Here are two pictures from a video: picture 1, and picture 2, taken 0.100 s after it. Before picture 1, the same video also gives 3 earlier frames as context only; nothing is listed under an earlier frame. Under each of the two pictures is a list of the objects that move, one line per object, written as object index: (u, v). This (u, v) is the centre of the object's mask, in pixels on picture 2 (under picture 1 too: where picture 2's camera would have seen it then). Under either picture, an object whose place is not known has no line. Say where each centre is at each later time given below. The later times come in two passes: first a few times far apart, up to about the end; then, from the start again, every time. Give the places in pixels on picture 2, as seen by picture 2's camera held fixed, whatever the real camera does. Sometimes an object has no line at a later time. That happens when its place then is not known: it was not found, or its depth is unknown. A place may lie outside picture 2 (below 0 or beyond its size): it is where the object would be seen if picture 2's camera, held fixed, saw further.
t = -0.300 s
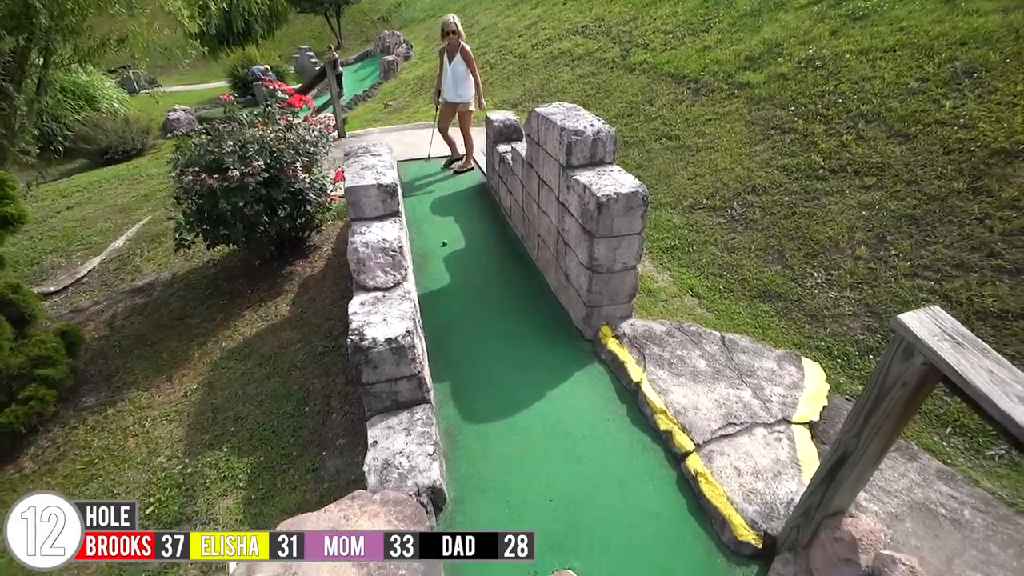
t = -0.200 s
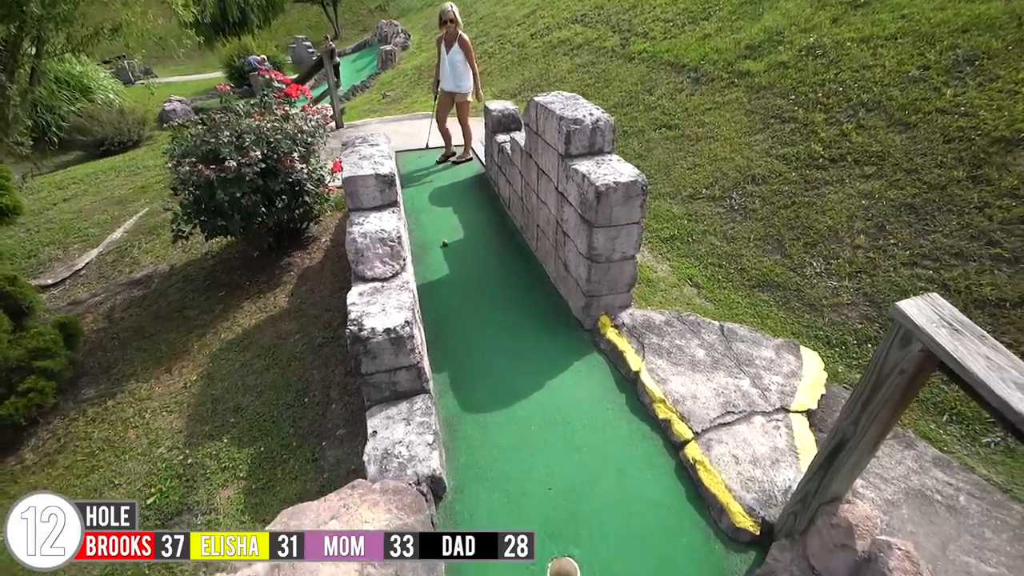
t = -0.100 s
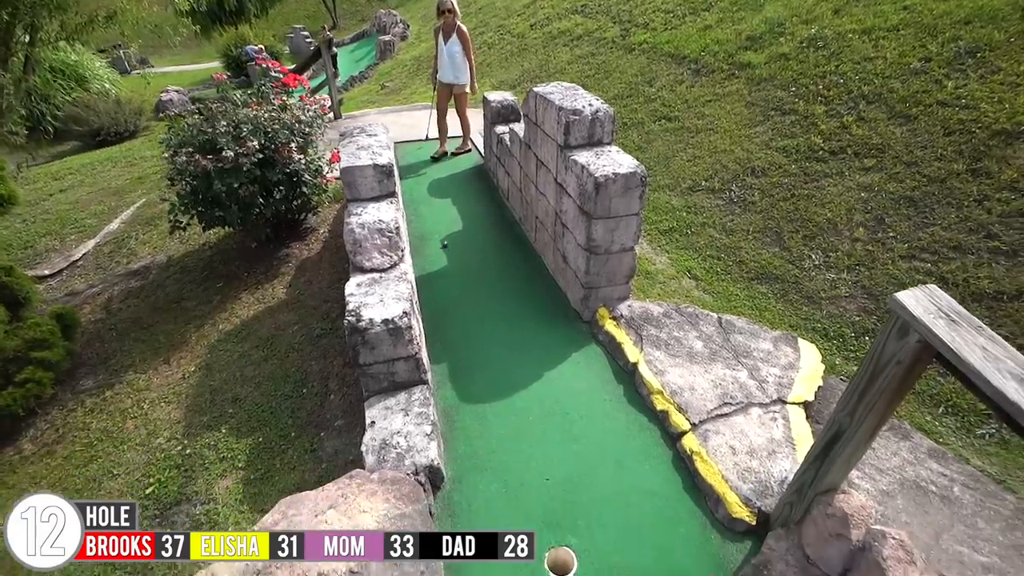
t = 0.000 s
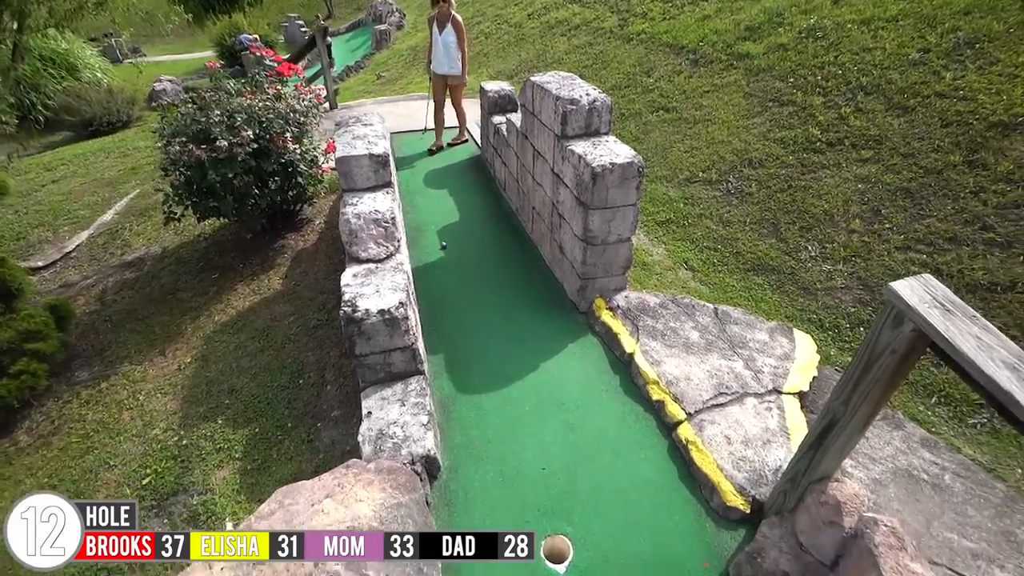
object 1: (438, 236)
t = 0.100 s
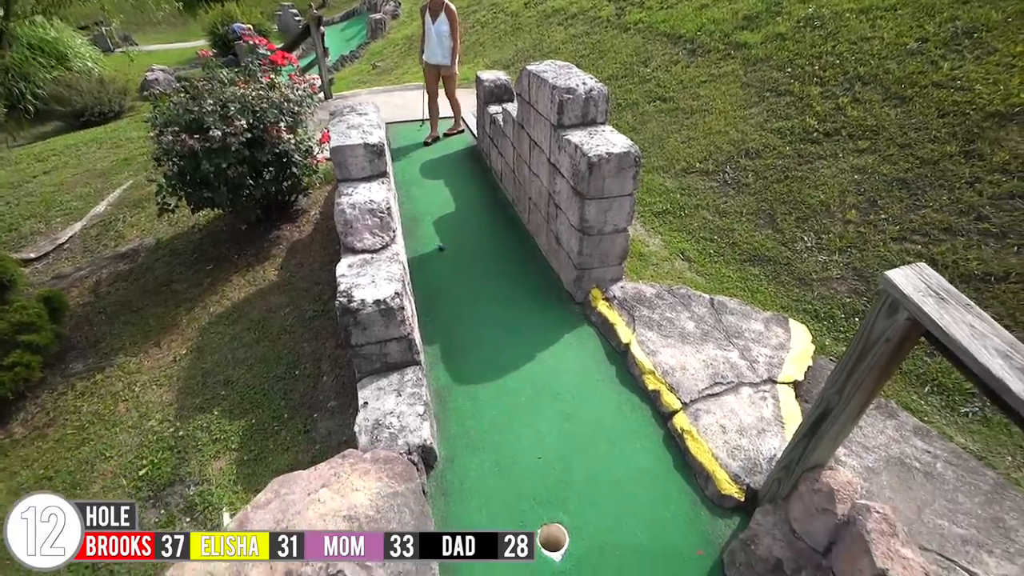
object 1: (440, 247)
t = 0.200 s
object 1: (443, 258)
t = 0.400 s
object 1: (447, 281)
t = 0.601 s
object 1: (452, 306)
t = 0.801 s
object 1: (458, 334)
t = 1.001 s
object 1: (465, 364)
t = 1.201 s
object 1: (473, 397)
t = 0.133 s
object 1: (441, 250)
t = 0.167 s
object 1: (442, 253)
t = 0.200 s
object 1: (443, 258)
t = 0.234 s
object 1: (444, 262)
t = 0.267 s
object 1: (444, 265)
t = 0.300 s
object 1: (445, 269)
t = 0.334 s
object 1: (446, 273)
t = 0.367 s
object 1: (447, 277)
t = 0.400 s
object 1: (447, 281)
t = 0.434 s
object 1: (448, 284)
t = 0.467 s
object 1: (448, 288)
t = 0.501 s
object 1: (449, 293)
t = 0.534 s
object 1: (450, 297)
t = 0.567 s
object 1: (451, 302)
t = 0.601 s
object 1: (452, 306)
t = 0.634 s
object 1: (453, 311)
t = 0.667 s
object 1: (454, 316)
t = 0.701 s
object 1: (455, 320)
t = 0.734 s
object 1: (456, 325)
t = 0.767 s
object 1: (457, 330)
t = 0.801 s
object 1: (458, 334)
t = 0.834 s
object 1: (459, 339)
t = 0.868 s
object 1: (460, 344)
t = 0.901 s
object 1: (461, 349)
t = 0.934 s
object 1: (462, 354)
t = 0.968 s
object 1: (463, 360)
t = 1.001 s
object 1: (465, 364)
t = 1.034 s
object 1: (466, 369)
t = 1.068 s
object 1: (468, 375)
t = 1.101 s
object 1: (468, 380)
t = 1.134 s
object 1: (470, 386)
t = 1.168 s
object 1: (471, 392)
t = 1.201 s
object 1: (473, 397)
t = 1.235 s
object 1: (474, 403)
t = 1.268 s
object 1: (476, 408)
